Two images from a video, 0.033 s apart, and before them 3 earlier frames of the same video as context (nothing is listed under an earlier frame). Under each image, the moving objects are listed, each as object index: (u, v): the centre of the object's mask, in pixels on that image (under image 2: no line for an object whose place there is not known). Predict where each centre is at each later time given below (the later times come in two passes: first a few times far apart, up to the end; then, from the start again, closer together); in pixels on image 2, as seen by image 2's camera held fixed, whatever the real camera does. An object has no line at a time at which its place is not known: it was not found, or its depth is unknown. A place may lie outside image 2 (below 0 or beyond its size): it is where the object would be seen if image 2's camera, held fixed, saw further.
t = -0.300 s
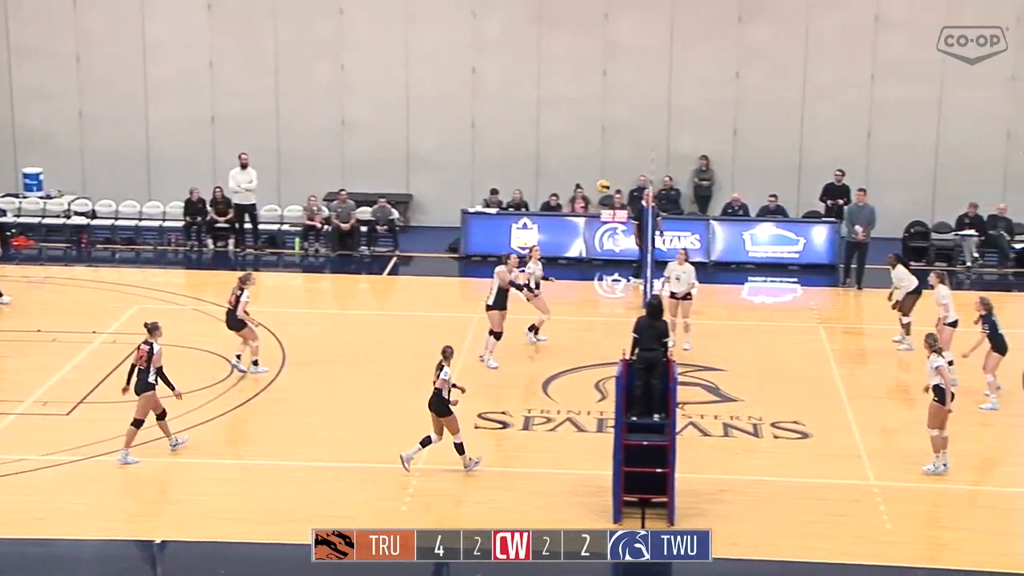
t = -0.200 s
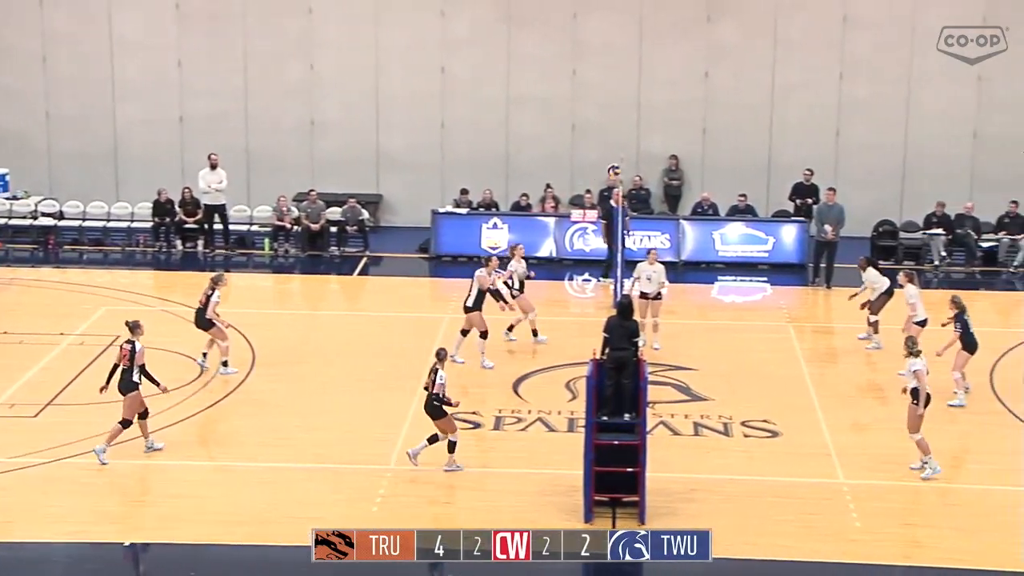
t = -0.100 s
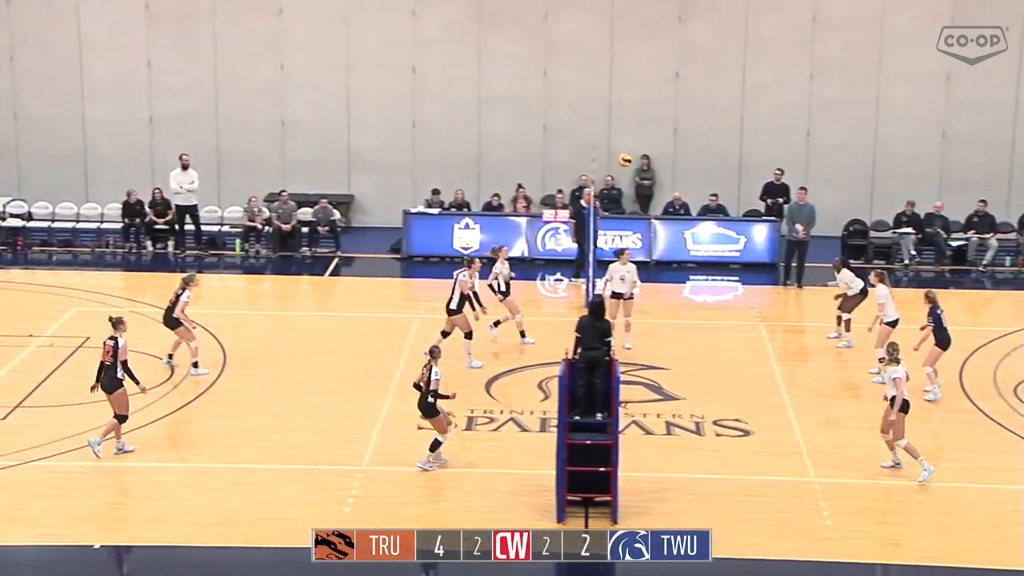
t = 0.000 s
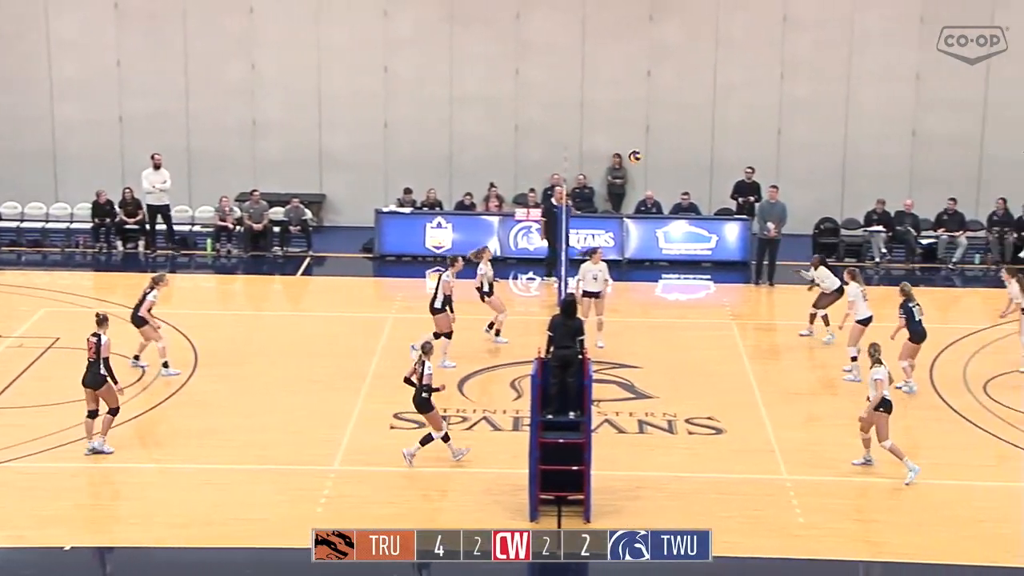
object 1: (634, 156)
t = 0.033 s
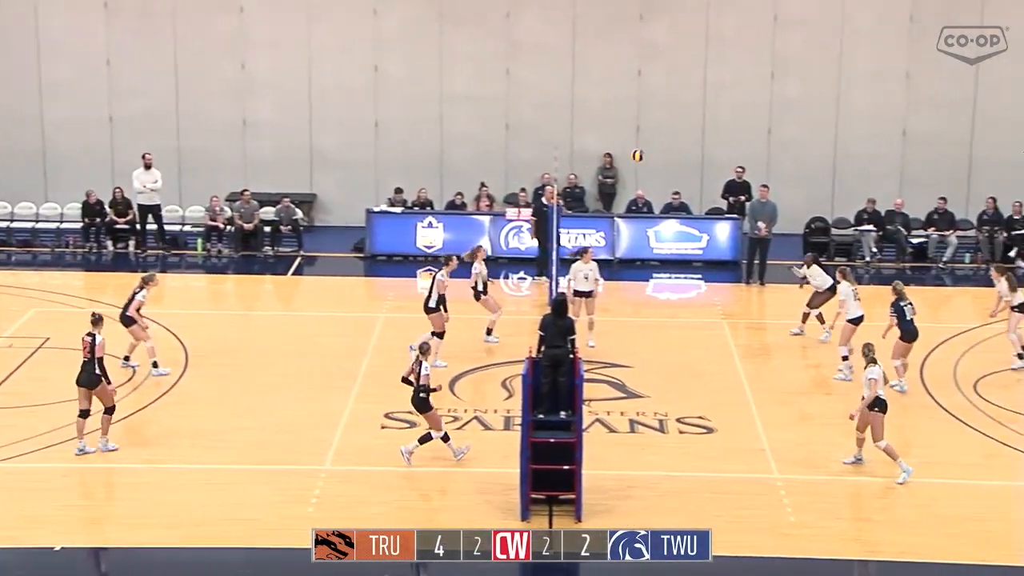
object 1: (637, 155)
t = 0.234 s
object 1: (707, 171)
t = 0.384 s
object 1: (757, 196)
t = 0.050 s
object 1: (644, 155)
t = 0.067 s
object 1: (650, 155)
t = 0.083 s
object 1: (656, 155)
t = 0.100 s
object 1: (662, 157)
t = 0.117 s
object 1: (668, 158)
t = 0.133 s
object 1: (674, 159)
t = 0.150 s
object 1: (679, 161)
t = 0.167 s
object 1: (685, 163)
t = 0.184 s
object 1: (691, 164)
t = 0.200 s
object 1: (696, 166)
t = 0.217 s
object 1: (702, 168)
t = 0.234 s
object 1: (707, 171)
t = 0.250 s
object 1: (713, 173)
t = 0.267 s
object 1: (719, 175)
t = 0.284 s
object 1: (724, 178)
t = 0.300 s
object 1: (730, 181)
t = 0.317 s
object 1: (735, 183)
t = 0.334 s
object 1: (740, 186)
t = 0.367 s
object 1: (751, 192)
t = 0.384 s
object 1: (757, 196)
